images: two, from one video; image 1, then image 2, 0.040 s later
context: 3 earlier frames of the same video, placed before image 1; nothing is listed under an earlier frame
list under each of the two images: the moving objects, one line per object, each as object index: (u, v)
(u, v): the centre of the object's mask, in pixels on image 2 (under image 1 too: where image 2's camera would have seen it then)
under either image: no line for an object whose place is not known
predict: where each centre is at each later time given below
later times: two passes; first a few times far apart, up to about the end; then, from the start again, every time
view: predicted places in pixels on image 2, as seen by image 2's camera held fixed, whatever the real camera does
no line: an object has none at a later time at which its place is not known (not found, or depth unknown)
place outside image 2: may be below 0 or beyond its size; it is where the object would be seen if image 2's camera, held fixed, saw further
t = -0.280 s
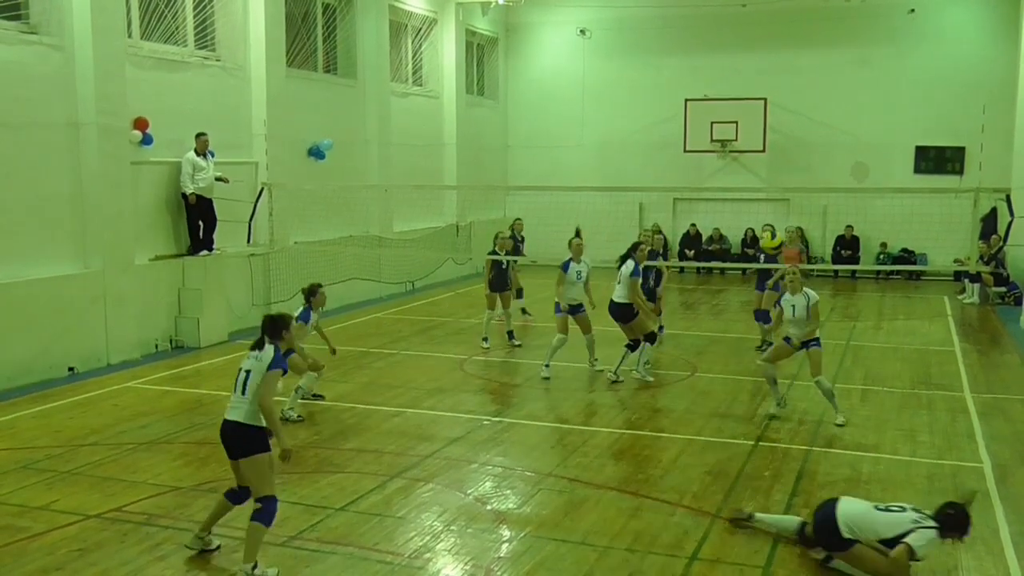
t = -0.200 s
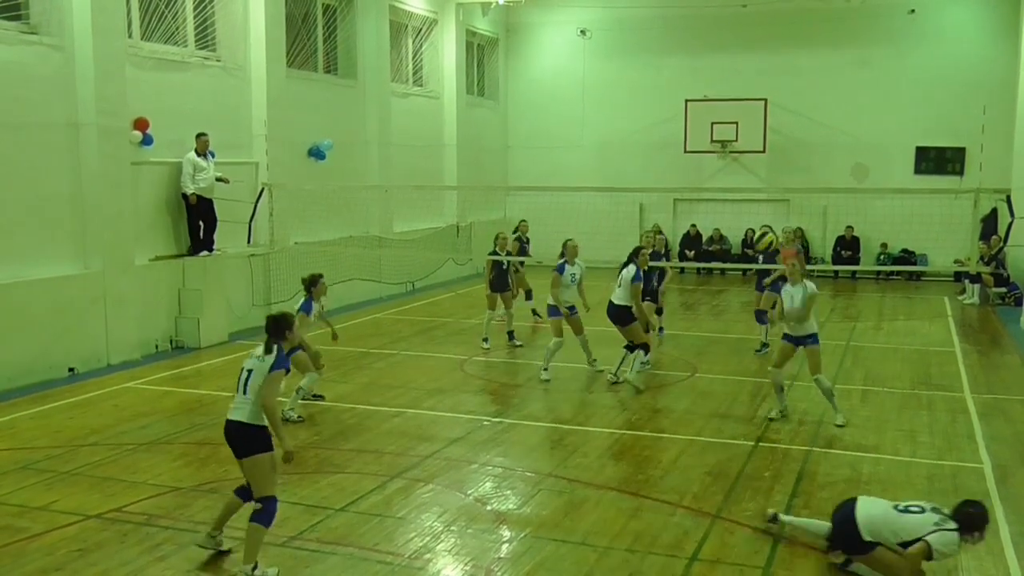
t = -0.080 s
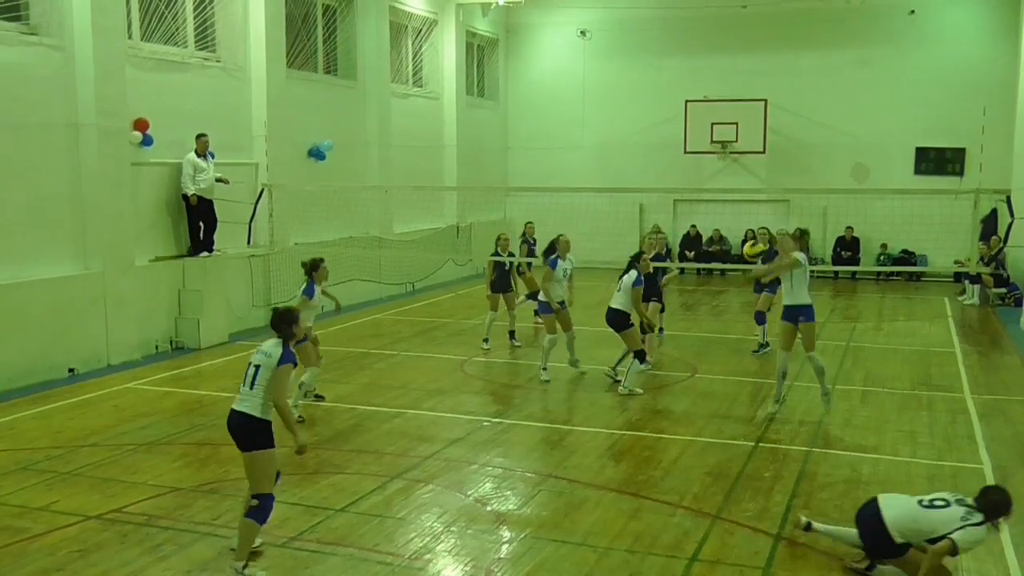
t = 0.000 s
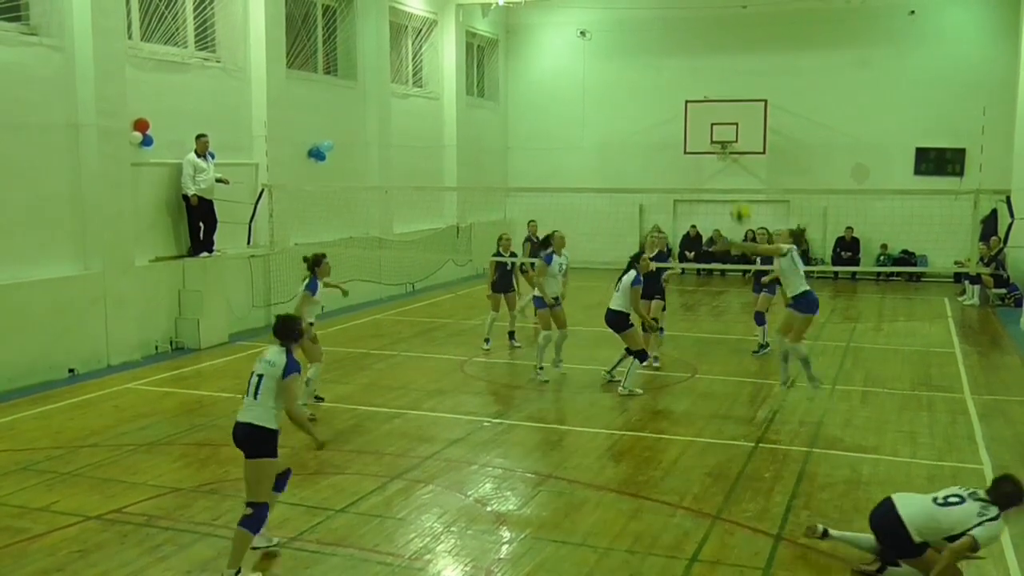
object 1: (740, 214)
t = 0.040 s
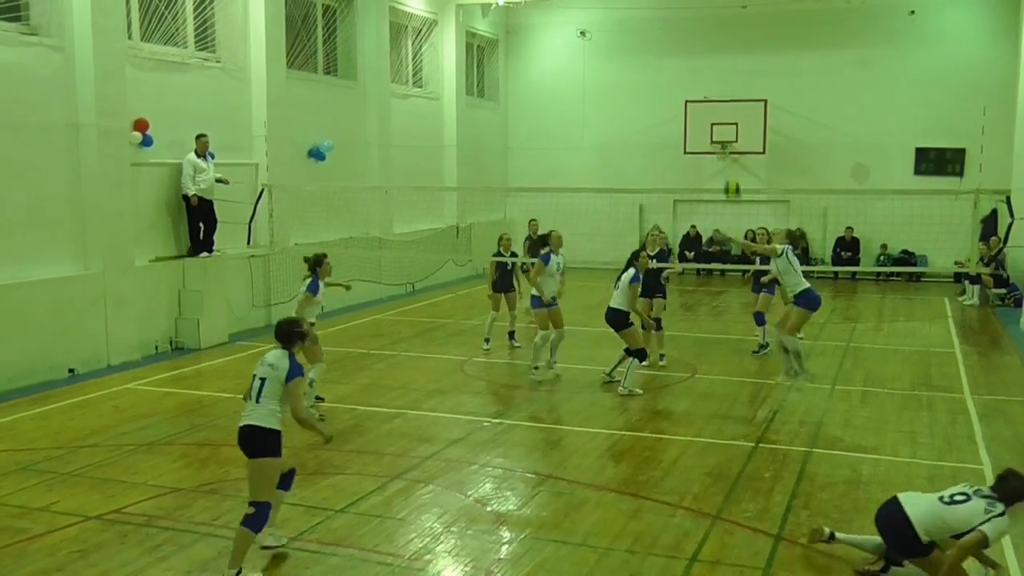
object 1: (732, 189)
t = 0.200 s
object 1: (704, 107)
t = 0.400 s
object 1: (669, 45)
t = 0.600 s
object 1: (637, 24)
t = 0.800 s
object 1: (607, 35)
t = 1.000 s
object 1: (580, 79)
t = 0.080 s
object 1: (725, 164)
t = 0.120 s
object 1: (719, 145)
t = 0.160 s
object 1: (711, 125)
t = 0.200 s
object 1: (704, 107)
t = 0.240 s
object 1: (697, 92)
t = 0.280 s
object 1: (690, 78)
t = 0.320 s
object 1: (682, 65)
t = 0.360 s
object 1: (675, 54)
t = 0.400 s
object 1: (669, 45)
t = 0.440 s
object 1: (662, 38)
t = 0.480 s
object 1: (655, 31)
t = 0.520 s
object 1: (649, 27)
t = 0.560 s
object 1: (643, 24)
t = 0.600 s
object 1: (637, 24)
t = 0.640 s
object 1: (629, 23)
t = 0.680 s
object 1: (624, 23)
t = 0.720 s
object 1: (619, 26)
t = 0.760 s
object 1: (613, 30)
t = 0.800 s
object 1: (607, 35)
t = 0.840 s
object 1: (602, 42)
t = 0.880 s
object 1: (596, 49)
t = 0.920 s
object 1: (590, 58)
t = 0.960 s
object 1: (584, 68)
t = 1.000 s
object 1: (580, 79)
